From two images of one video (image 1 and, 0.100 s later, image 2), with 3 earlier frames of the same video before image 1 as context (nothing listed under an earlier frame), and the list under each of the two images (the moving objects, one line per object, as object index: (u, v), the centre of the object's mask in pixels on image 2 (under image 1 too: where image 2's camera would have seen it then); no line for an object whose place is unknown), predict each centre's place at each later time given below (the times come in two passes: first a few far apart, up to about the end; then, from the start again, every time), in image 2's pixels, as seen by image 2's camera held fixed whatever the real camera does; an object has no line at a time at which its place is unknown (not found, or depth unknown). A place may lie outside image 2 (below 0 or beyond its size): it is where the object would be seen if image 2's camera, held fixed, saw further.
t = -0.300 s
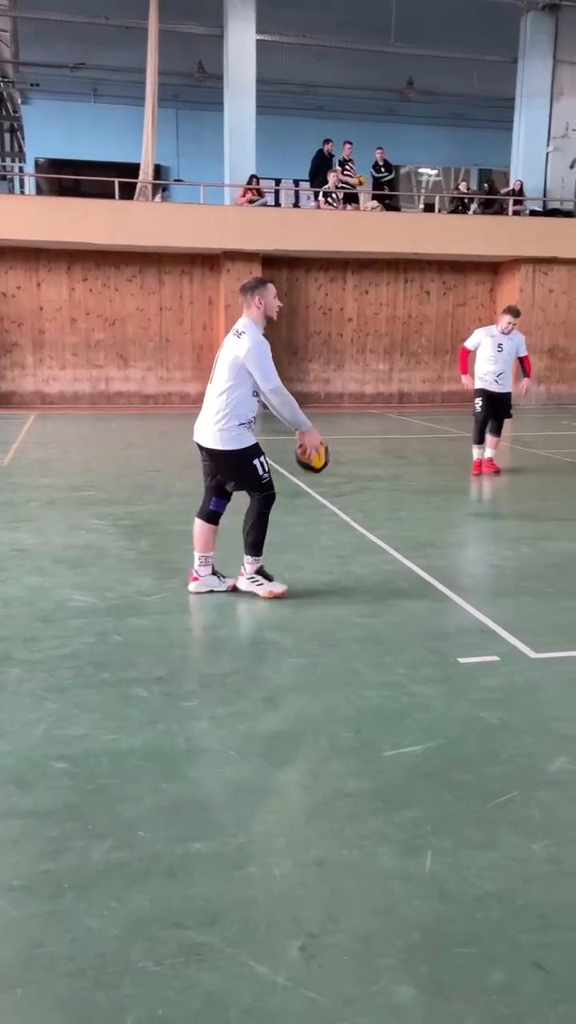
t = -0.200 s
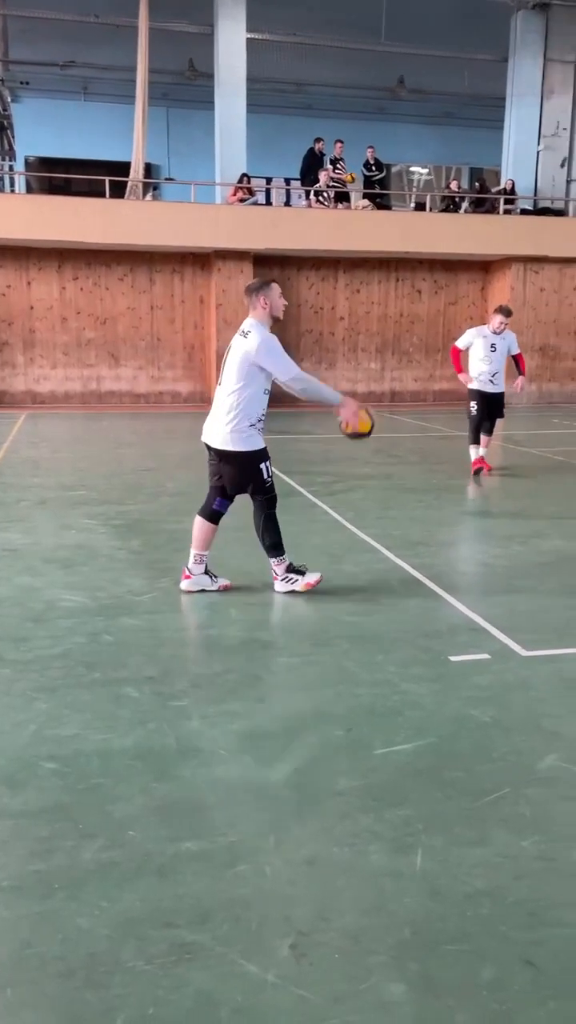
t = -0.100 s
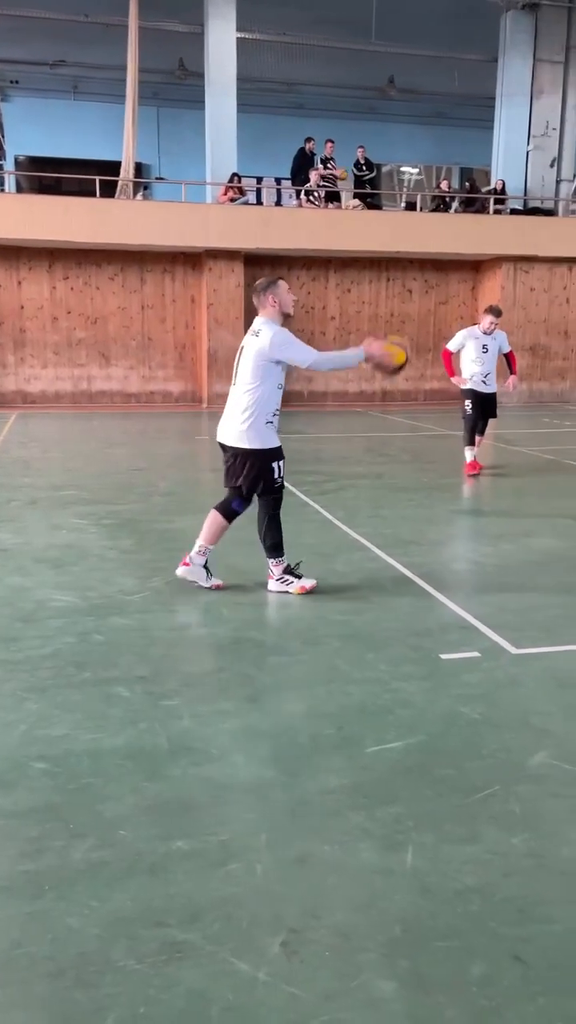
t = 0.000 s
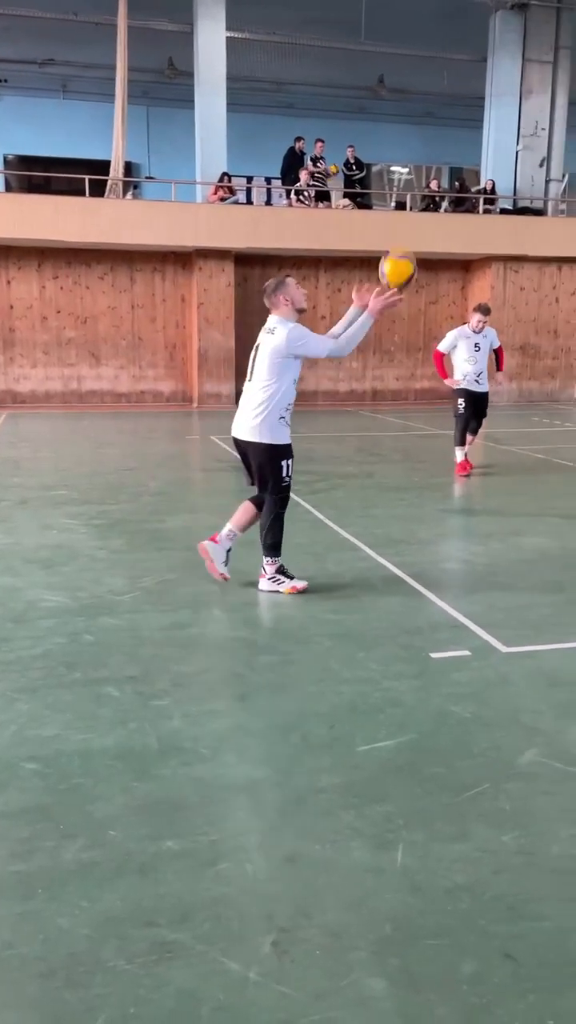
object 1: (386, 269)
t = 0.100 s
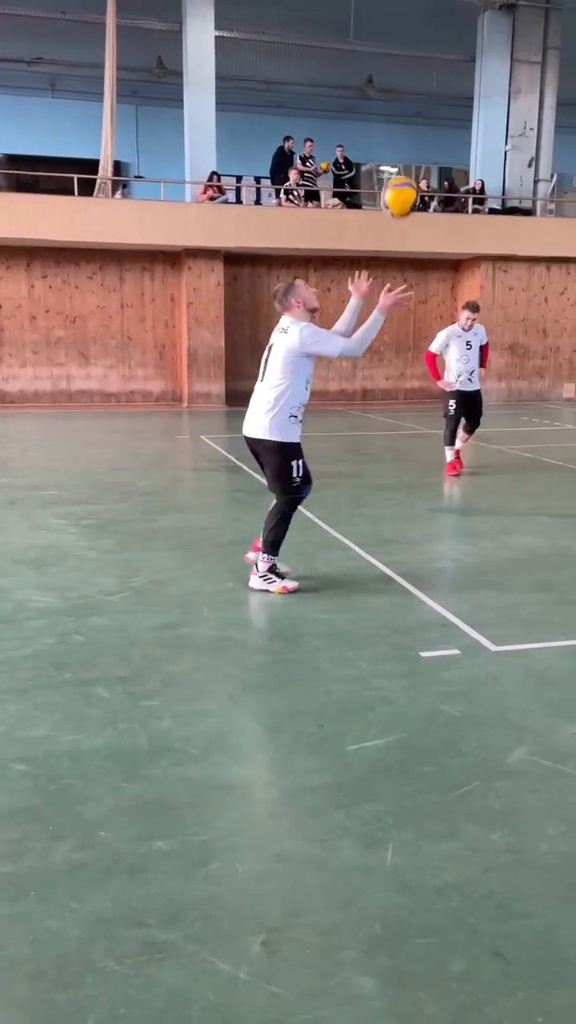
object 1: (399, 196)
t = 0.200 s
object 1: (412, 144)
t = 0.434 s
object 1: (437, 95)
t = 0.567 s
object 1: (449, 112)
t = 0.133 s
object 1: (403, 177)
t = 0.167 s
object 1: (408, 159)
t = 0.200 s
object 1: (412, 144)
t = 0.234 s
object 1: (415, 131)
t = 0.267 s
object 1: (419, 119)
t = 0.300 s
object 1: (423, 110)
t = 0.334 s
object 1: (427, 103)
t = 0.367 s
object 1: (430, 98)
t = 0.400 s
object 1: (434, 95)
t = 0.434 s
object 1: (437, 95)
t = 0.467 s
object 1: (440, 96)
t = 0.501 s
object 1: (443, 99)
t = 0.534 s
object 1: (446, 105)
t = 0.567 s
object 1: (449, 112)
